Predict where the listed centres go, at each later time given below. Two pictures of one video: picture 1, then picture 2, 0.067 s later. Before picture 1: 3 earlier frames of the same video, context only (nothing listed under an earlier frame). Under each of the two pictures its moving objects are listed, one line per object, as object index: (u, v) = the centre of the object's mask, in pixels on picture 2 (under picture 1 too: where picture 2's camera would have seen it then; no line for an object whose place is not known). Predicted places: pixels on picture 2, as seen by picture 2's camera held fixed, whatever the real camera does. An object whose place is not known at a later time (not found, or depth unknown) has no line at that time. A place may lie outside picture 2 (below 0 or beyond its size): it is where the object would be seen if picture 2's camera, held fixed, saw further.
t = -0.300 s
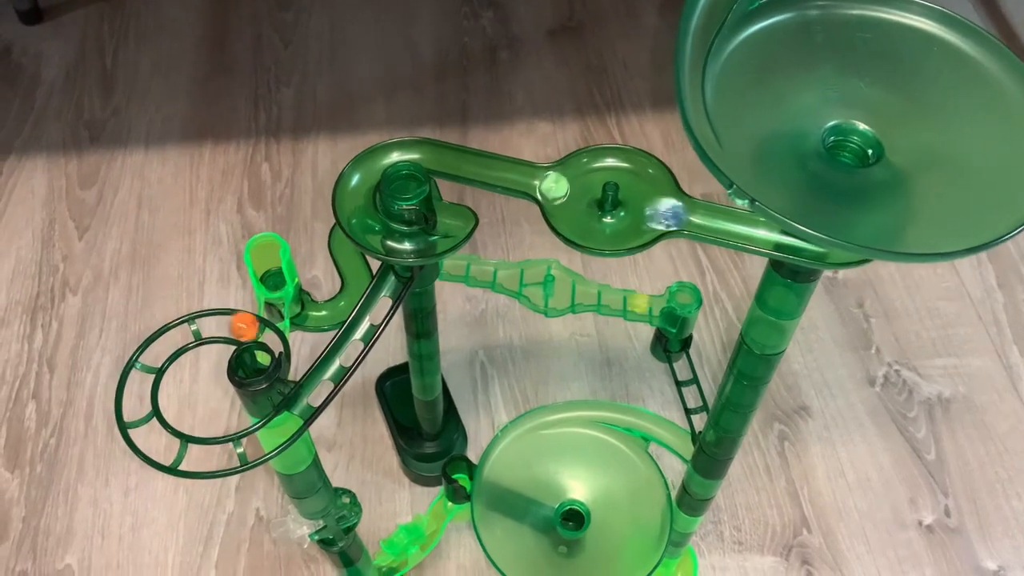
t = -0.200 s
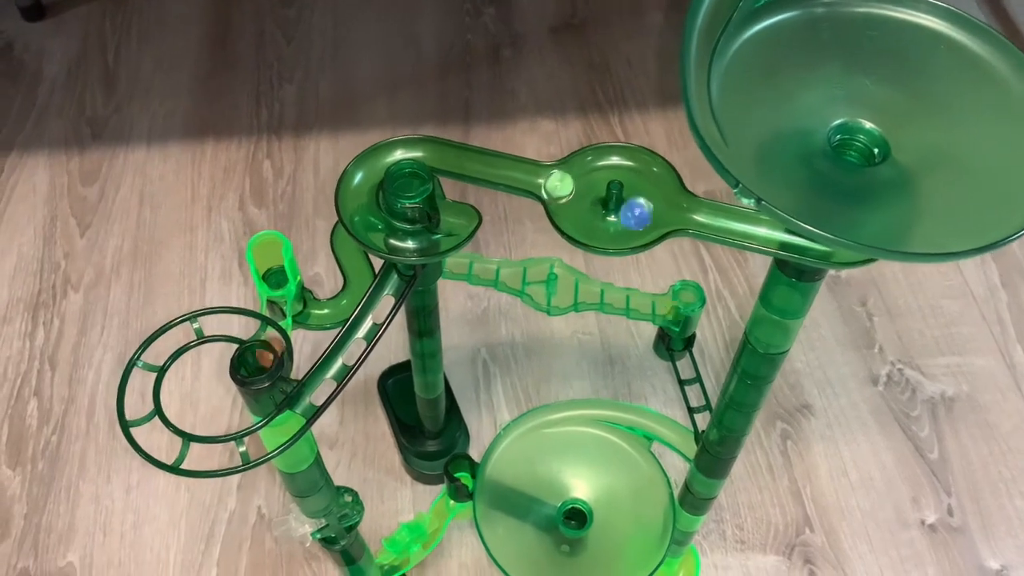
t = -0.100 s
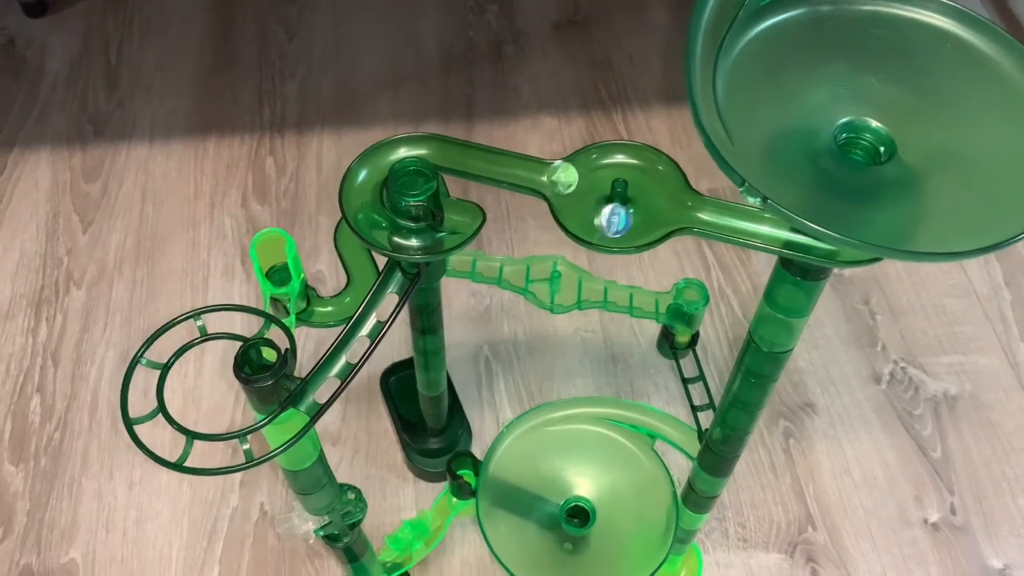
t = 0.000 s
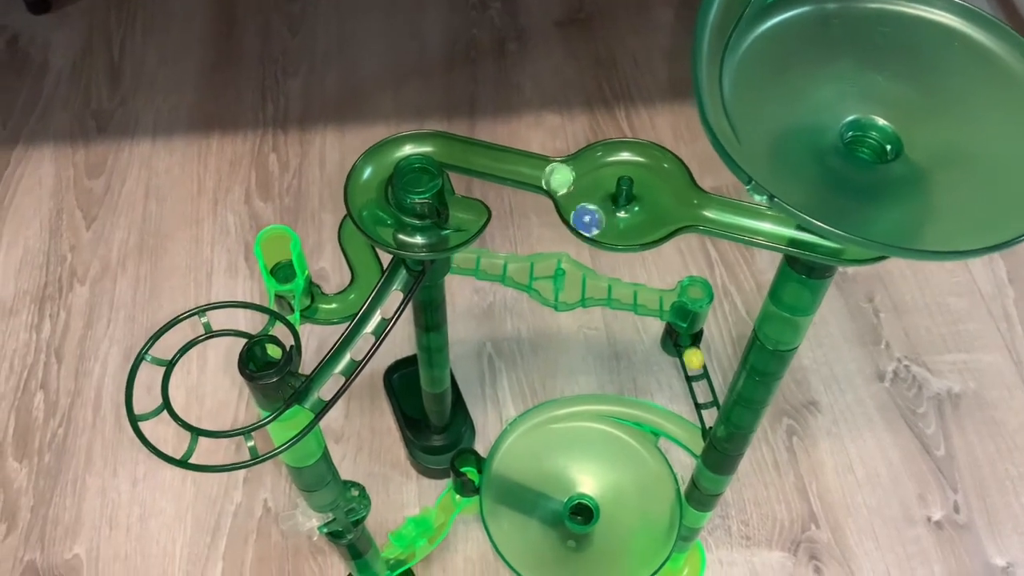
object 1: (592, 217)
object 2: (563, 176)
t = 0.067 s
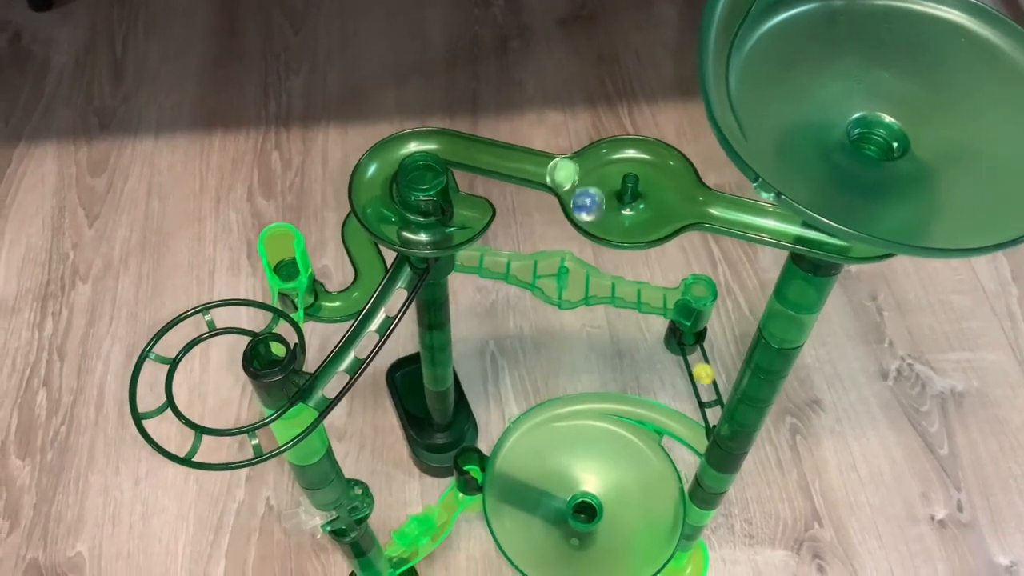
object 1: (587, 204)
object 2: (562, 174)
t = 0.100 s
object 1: (583, 197)
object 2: (563, 170)
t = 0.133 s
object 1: (582, 193)
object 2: (561, 171)
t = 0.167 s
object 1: (582, 192)
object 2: (557, 172)
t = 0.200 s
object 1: (580, 190)
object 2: (554, 171)
